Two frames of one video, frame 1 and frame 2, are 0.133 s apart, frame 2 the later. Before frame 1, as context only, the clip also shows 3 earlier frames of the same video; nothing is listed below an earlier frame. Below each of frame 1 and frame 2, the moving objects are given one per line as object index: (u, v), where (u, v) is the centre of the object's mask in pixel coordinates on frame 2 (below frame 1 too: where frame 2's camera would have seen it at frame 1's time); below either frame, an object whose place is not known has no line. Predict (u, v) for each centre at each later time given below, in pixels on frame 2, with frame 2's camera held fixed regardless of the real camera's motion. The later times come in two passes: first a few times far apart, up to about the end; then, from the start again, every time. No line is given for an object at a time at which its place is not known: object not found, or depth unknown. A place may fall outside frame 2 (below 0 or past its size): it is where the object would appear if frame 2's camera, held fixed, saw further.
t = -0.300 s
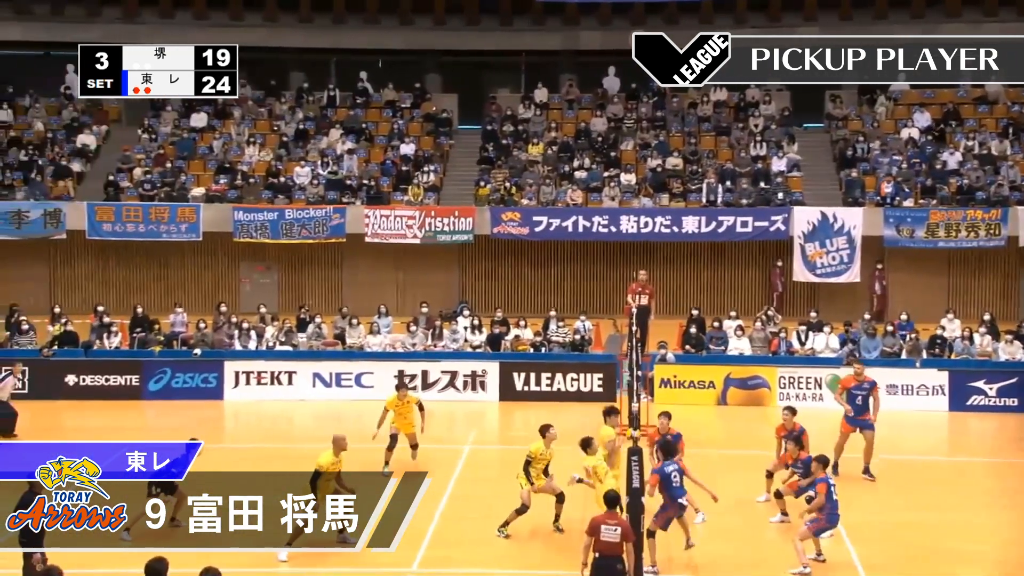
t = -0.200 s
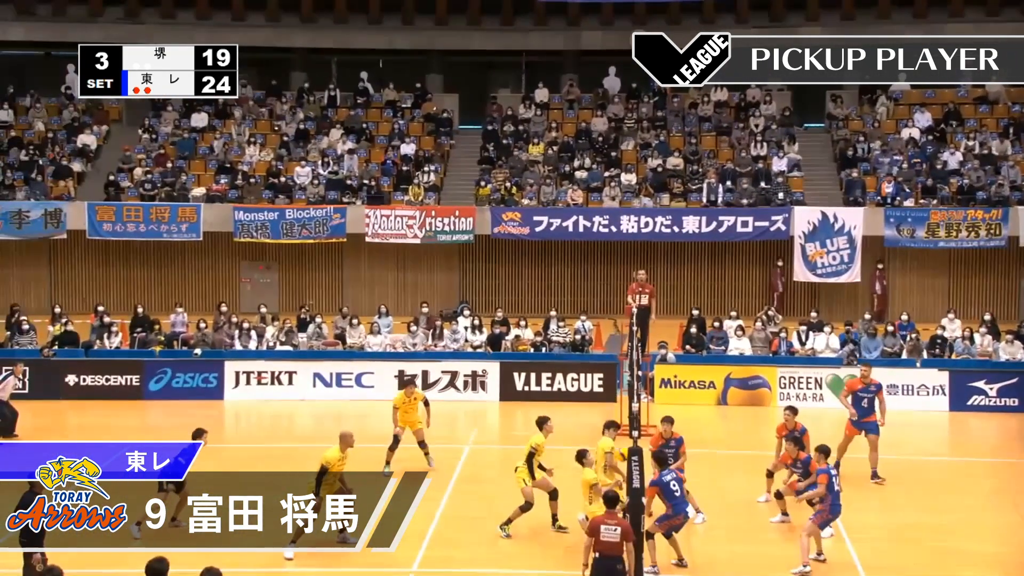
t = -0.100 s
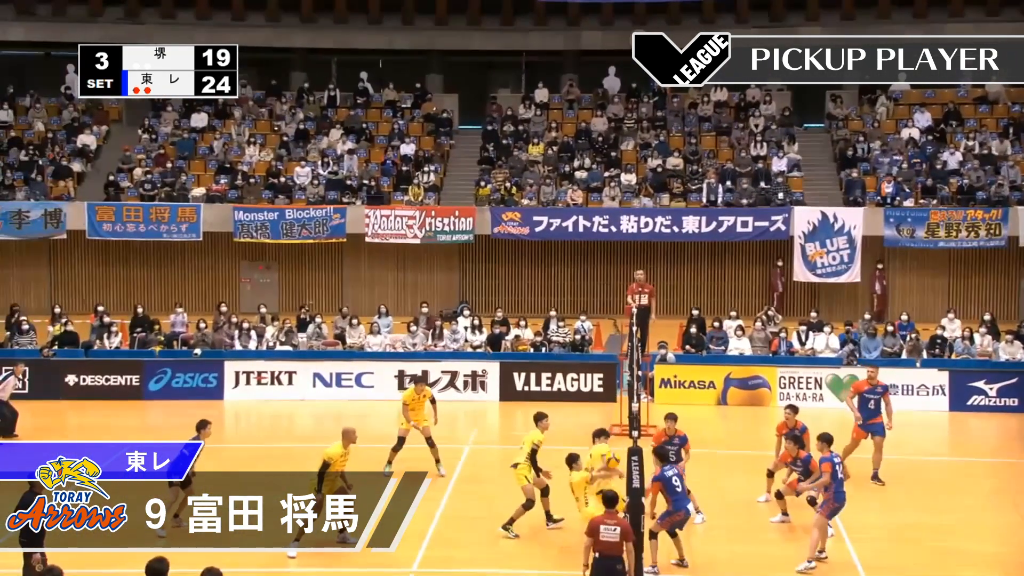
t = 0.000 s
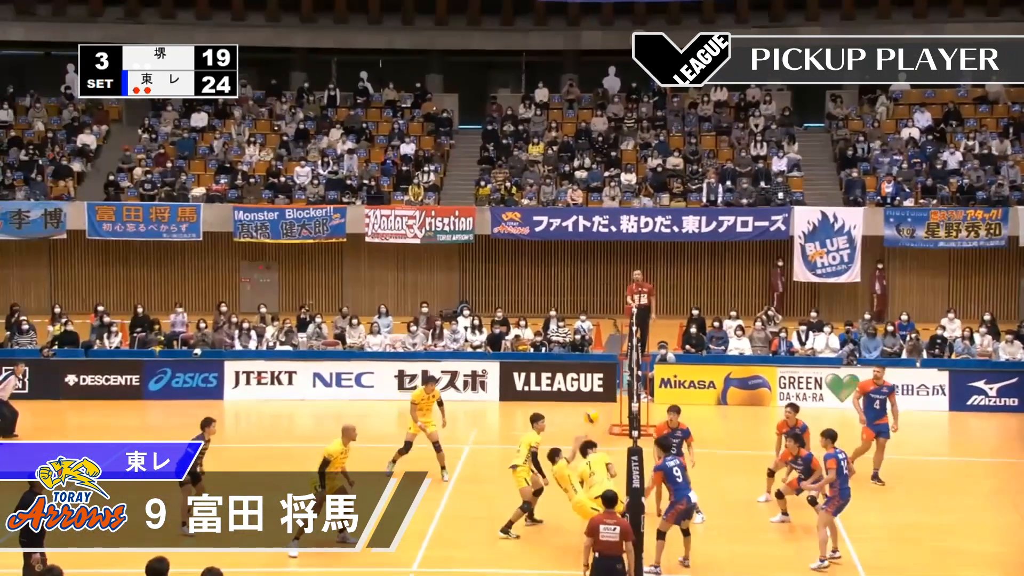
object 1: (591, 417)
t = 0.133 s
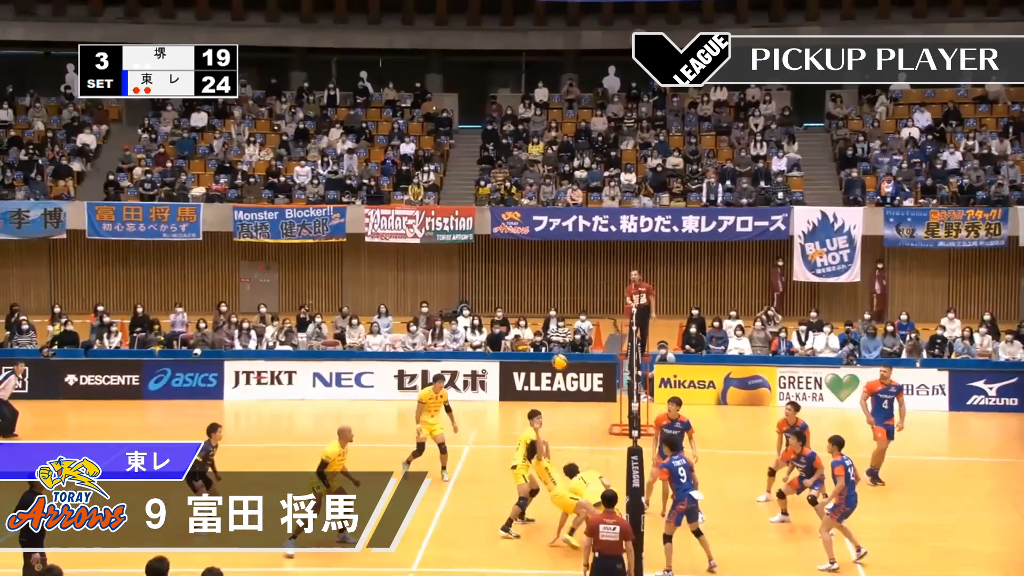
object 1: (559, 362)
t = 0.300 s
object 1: (522, 310)
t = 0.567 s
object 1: (465, 271)
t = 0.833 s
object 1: (410, 277)
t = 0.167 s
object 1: (552, 350)
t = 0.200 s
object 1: (544, 340)
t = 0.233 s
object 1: (538, 329)
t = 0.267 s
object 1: (529, 318)
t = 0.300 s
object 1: (522, 310)
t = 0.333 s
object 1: (515, 304)
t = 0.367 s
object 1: (508, 297)
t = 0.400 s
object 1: (500, 291)
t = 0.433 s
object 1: (493, 285)
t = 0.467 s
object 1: (486, 281)
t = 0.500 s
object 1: (479, 277)
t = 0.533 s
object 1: (472, 273)
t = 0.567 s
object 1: (465, 271)
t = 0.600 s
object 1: (458, 269)
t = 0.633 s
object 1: (451, 268)
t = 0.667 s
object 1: (444, 268)
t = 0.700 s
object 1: (437, 269)
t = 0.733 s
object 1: (431, 270)
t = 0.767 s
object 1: (423, 271)
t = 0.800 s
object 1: (417, 274)
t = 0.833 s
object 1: (410, 277)
